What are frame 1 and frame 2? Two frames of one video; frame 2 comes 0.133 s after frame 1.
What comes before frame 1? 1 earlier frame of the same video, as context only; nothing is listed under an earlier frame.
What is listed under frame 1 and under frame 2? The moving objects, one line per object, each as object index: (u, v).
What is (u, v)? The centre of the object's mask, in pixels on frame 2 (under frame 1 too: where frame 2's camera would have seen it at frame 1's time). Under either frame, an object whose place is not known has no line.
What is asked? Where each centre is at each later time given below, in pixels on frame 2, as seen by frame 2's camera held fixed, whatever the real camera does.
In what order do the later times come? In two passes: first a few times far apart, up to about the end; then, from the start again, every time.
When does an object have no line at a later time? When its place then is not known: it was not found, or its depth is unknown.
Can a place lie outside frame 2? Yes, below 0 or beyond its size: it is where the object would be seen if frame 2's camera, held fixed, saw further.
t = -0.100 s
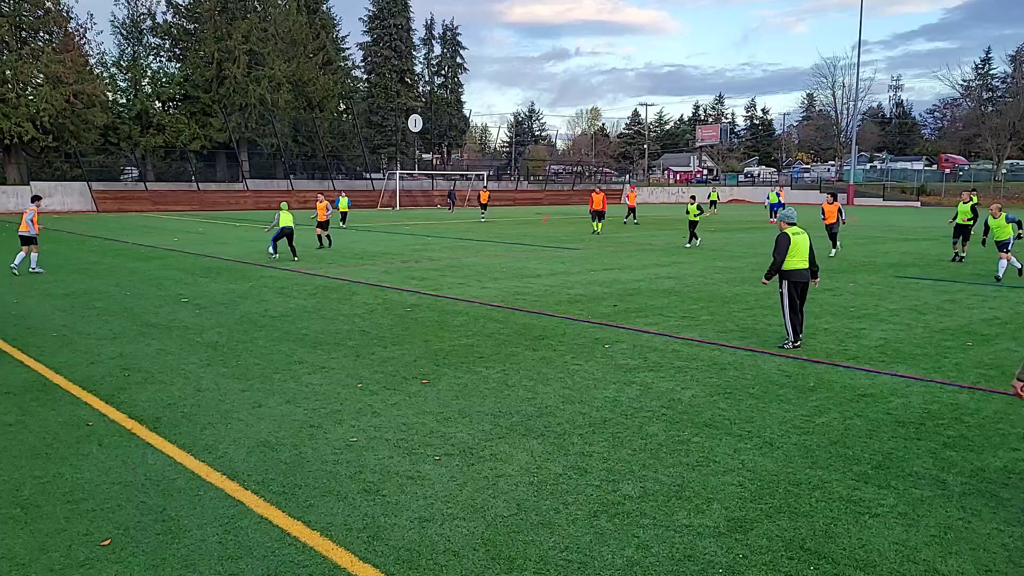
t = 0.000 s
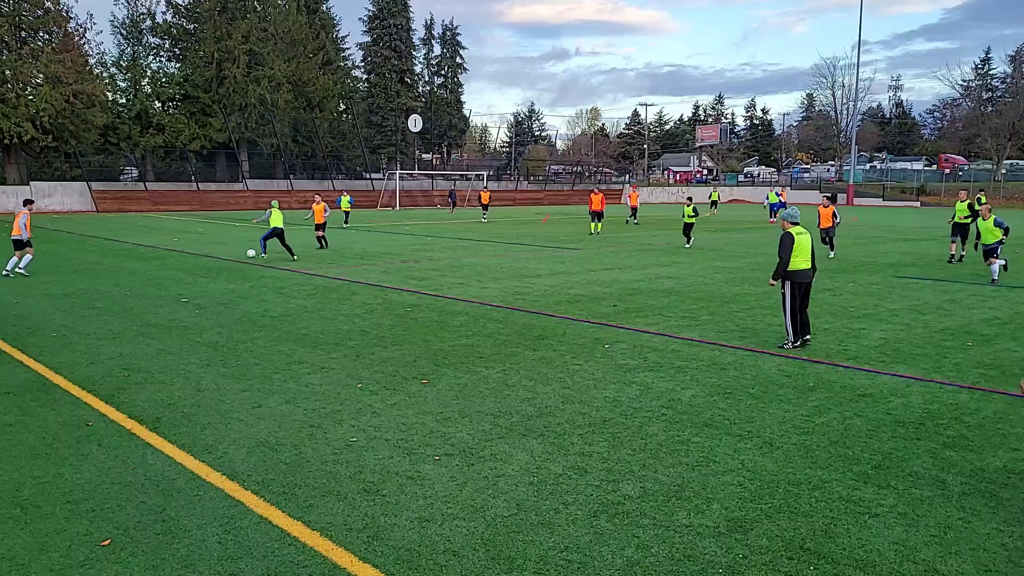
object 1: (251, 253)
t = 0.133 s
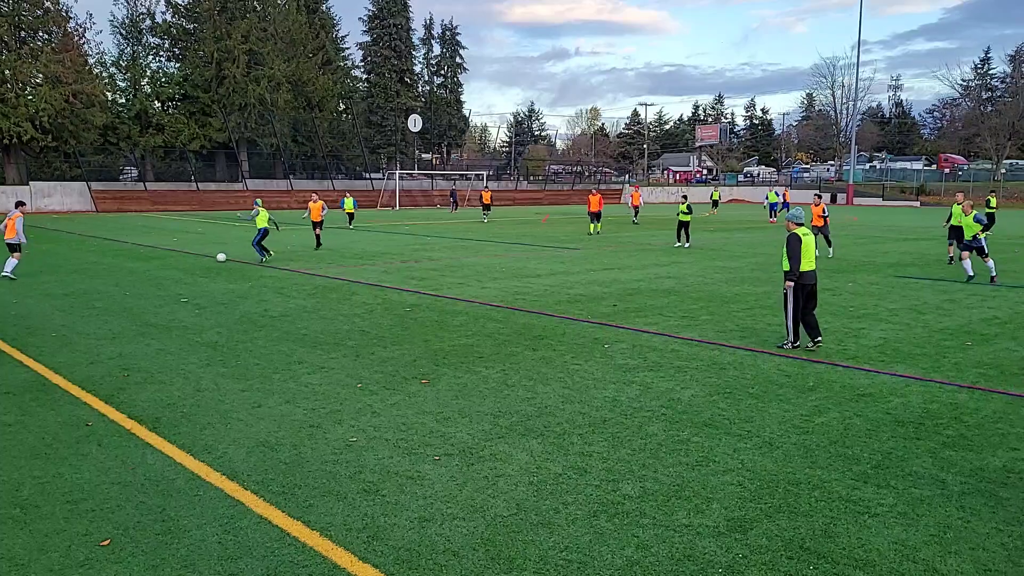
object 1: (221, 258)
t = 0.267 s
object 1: (190, 262)
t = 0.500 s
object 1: (135, 270)
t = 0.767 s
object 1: (72, 279)
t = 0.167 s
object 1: (213, 258)
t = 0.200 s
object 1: (206, 260)
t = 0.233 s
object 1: (198, 261)
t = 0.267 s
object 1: (190, 262)
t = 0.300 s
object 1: (183, 263)
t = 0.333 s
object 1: (175, 264)
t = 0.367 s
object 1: (167, 265)
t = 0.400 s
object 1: (159, 266)
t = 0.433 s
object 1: (151, 267)
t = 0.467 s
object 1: (143, 268)
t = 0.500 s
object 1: (135, 270)
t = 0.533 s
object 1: (127, 271)
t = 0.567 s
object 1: (119, 272)
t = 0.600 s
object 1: (111, 273)
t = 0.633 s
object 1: (103, 274)
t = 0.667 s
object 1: (96, 275)
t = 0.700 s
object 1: (88, 276)
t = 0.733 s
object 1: (80, 278)
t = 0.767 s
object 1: (72, 279)
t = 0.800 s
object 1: (65, 279)
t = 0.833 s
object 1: (57, 280)
